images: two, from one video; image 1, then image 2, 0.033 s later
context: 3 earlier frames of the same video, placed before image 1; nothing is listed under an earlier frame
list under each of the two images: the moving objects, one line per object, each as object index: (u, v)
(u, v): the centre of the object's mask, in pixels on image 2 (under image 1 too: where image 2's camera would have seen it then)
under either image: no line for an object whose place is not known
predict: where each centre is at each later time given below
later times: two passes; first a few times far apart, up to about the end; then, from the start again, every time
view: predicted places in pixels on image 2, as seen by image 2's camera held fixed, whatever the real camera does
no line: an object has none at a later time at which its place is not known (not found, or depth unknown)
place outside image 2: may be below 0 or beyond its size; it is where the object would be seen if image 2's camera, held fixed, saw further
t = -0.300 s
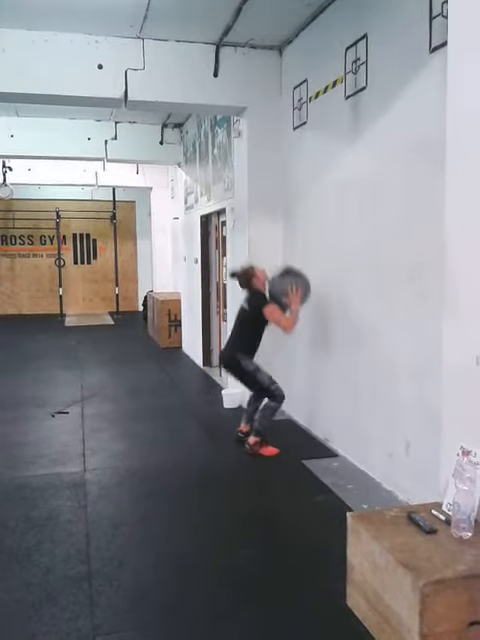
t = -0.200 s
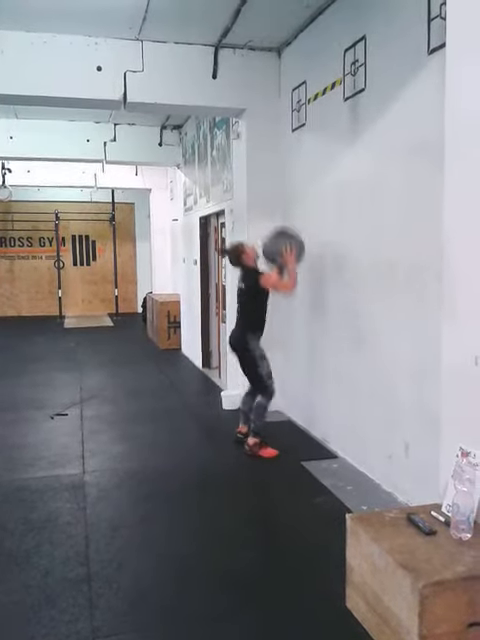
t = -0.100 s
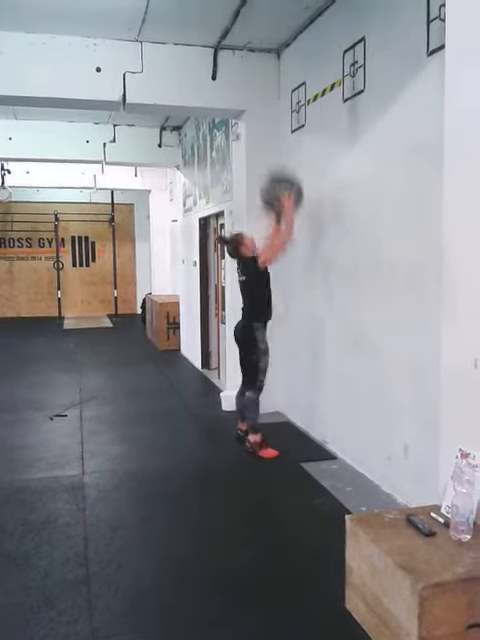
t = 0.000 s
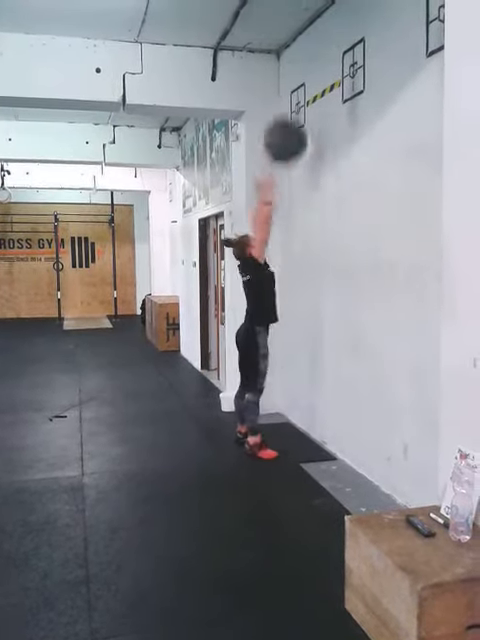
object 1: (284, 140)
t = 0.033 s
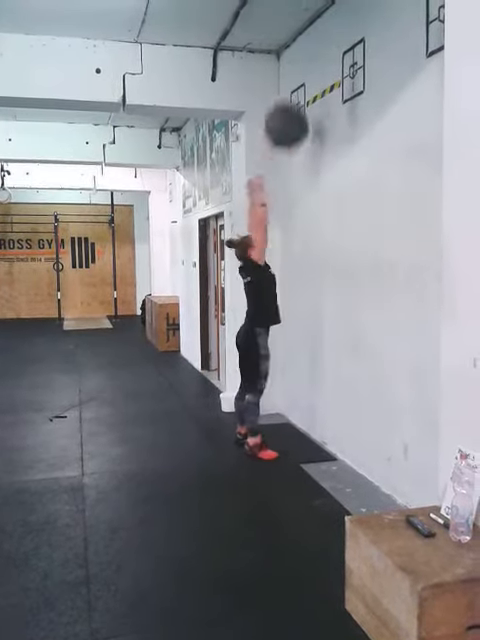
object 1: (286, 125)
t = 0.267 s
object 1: (296, 61)
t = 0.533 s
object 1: (298, 71)
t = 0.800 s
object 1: (295, 172)
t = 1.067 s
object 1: (292, 354)
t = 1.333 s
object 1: (288, 385)
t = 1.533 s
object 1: (285, 375)
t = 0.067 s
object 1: (287, 112)
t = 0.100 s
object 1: (289, 99)
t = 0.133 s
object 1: (290, 88)
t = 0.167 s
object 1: (291, 79)
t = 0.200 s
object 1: (293, 71)
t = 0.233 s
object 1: (294, 65)
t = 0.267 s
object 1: (296, 61)
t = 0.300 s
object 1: (298, 57)
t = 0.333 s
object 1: (299, 55)
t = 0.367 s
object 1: (300, 55)
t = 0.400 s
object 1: (300, 55)
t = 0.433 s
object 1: (300, 57)
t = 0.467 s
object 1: (299, 60)
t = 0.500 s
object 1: (298, 64)
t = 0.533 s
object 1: (298, 71)
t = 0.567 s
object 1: (298, 78)
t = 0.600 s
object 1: (298, 88)
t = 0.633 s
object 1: (298, 99)
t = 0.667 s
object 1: (297, 110)
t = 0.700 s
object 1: (297, 124)
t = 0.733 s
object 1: (297, 139)
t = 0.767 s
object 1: (295, 155)
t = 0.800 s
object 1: (295, 172)
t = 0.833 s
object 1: (294, 191)
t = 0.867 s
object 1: (293, 212)
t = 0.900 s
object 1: (293, 232)
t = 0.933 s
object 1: (293, 254)
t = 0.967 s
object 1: (292, 278)
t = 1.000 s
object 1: (292, 301)
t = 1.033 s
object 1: (292, 327)
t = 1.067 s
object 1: (292, 354)
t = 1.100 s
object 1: (291, 381)
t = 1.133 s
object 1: (290, 409)
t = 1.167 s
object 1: (293, 425)
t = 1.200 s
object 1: (292, 416)
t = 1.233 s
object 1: (290, 407)
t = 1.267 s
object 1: (290, 400)
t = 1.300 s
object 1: (289, 391)
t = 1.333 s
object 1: (288, 385)
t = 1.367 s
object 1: (288, 380)
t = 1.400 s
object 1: (287, 377)
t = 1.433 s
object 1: (286, 375)
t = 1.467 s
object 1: (286, 374)
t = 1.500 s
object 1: (285, 374)
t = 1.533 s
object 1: (285, 375)
